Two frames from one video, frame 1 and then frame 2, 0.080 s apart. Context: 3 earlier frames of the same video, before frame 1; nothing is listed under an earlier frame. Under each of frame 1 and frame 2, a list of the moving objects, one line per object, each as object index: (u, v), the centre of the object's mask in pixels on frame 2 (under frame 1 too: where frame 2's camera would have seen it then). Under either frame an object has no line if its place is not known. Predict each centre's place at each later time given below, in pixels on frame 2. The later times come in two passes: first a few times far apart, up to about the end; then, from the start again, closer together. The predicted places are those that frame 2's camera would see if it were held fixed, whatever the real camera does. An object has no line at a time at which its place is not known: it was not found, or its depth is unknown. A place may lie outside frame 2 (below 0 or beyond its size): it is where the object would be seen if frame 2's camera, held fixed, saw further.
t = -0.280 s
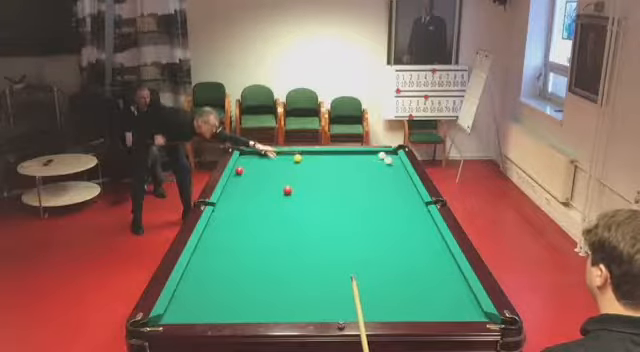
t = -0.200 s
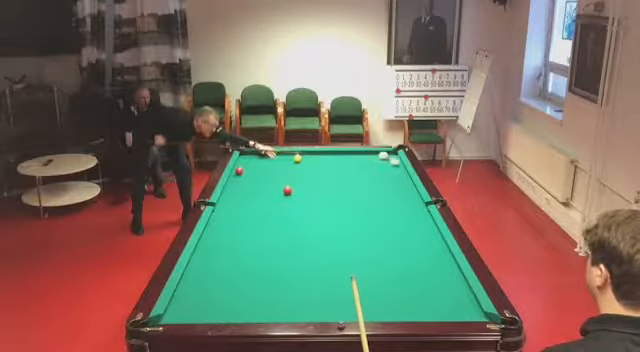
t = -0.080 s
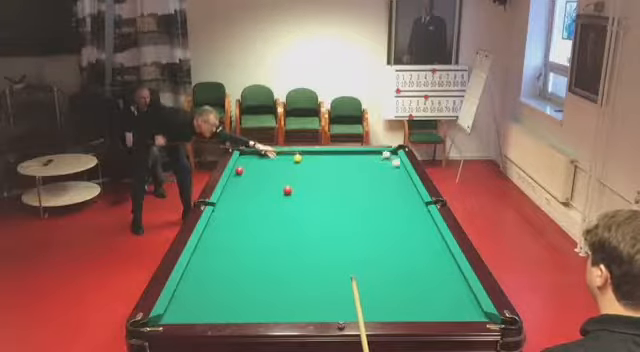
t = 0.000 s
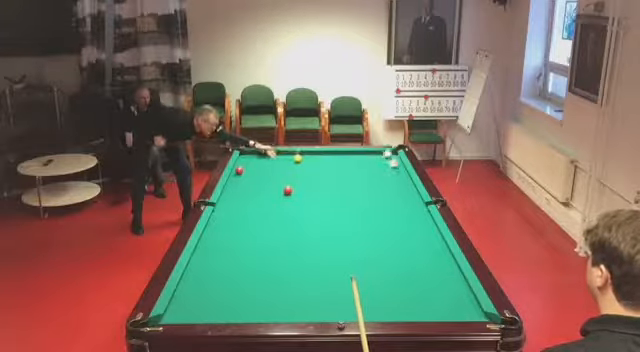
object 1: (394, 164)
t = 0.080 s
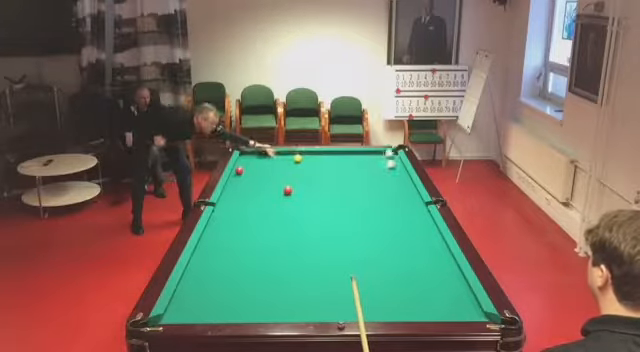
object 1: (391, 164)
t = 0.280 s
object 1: (381, 166)
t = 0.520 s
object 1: (372, 169)
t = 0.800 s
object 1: (362, 170)
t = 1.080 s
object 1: (351, 173)
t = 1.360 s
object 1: (341, 175)
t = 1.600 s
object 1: (333, 177)
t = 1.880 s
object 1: (324, 179)
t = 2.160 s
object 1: (315, 181)
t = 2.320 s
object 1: (308, 183)
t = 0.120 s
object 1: (388, 165)
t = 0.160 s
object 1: (387, 166)
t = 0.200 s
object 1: (385, 166)
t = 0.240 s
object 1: (383, 166)
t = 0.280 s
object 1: (381, 166)
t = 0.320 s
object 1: (379, 167)
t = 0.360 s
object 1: (378, 167)
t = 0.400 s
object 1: (377, 167)
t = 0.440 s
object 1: (375, 168)
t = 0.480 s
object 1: (374, 168)
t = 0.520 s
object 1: (372, 169)
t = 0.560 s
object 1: (371, 169)
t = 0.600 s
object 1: (369, 169)
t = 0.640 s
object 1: (368, 169)
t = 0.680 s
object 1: (366, 170)
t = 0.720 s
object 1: (365, 170)
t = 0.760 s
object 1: (363, 170)
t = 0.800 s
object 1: (362, 170)
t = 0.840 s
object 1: (360, 171)
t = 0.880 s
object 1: (358, 172)
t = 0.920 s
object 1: (357, 172)
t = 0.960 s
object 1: (356, 172)
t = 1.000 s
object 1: (354, 172)
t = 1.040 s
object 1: (352, 173)
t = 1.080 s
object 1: (351, 173)
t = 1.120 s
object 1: (350, 173)
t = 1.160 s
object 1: (348, 174)
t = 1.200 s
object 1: (347, 174)
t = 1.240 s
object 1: (345, 174)
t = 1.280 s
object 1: (344, 175)
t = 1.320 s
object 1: (342, 175)
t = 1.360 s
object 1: (341, 175)
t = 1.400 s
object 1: (339, 176)
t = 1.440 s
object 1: (338, 176)
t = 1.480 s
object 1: (337, 176)
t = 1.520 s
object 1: (335, 177)
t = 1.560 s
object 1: (334, 177)
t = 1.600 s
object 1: (333, 177)
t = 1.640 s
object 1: (331, 178)
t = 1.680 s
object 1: (329, 178)
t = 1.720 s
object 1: (328, 178)
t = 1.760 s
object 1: (326, 178)
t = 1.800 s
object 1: (325, 179)
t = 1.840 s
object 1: (324, 179)
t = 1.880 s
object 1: (324, 179)
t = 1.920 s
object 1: (322, 180)
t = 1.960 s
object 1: (321, 180)
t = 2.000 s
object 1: (319, 180)
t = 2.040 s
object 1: (315, 181)
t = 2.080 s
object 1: (315, 181)
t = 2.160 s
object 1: (315, 181)
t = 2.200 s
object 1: (312, 182)
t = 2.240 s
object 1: (311, 182)
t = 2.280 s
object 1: (310, 182)
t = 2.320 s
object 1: (308, 183)
